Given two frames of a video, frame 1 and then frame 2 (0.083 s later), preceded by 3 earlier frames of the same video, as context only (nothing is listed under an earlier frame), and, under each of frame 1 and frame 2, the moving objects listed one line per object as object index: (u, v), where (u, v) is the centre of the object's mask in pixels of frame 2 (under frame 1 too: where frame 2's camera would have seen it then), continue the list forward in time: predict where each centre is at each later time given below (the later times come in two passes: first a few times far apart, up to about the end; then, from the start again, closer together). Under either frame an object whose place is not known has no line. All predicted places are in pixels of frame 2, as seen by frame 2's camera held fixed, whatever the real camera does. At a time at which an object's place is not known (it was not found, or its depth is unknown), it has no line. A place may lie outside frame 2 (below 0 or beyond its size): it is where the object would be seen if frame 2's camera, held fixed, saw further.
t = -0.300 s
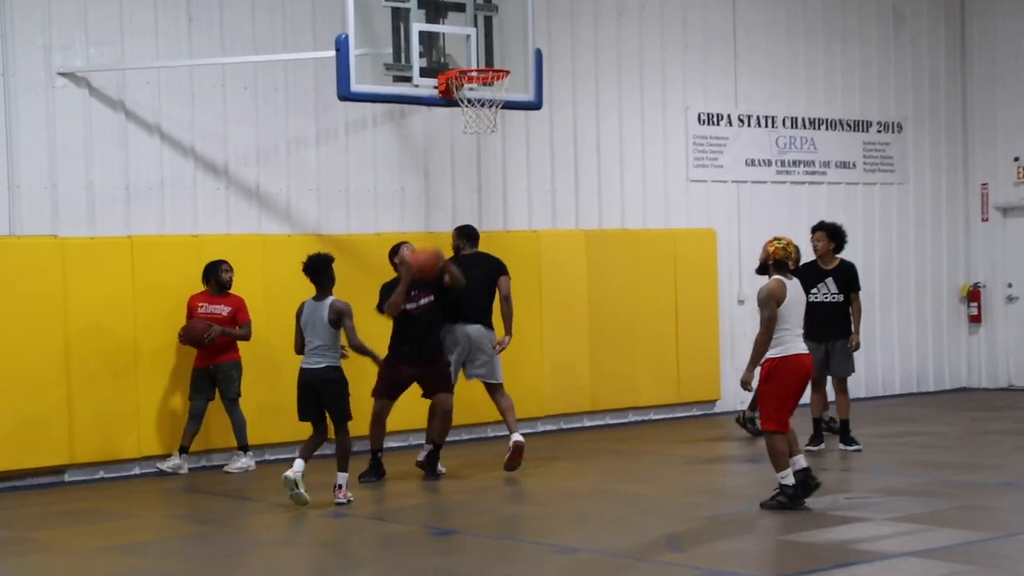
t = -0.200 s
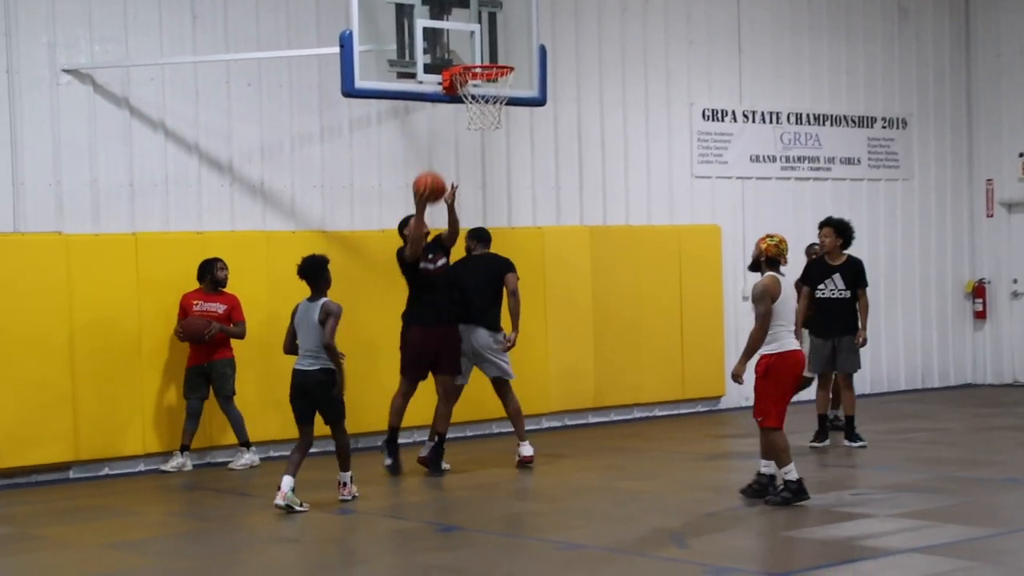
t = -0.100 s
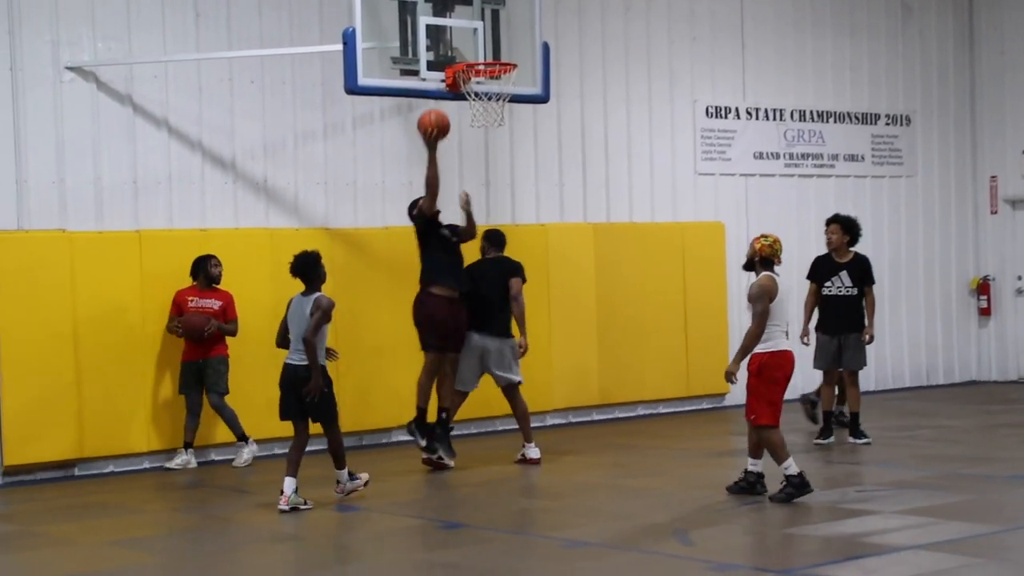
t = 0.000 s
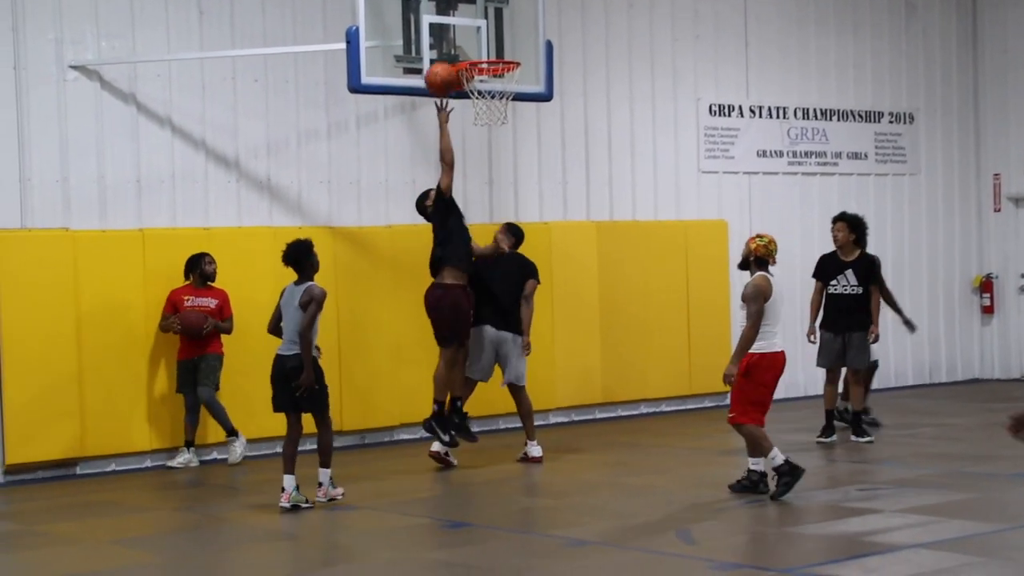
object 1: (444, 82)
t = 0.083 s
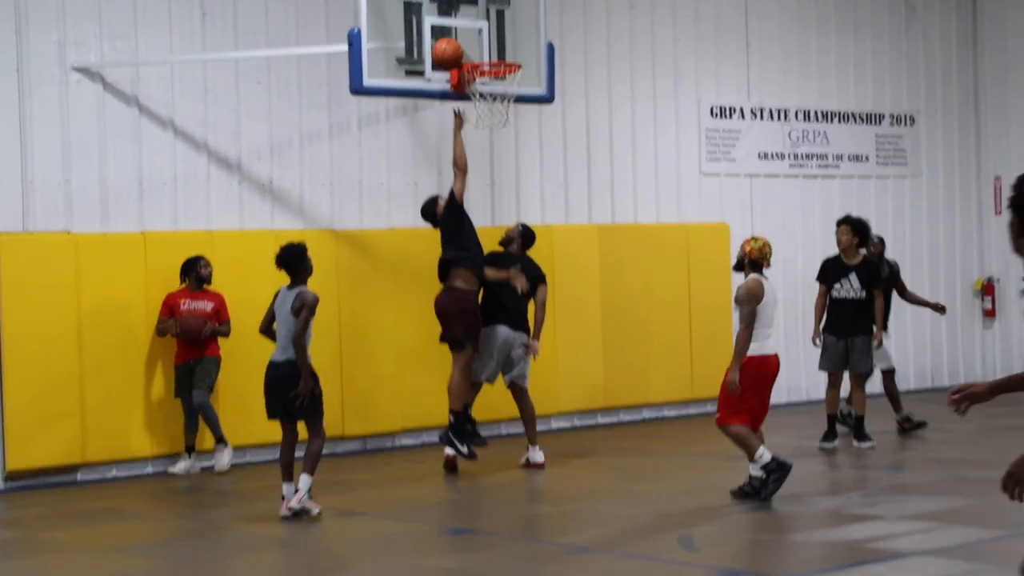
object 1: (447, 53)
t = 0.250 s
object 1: (465, 34)
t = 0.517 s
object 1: (494, 56)
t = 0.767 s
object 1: (499, 80)
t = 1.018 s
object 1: (515, 104)
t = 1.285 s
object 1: (483, 161)
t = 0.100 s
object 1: (448, 50)
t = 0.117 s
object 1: (449, 46)
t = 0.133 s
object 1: (450, 43)
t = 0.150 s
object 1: (451, 40)
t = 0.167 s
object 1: (452, 37)
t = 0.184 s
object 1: (453, 36)
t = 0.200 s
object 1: (455, 34)
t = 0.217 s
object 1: (458, 34)
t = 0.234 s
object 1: (462, 33)
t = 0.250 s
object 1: (465, 34)
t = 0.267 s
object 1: (469, 34)
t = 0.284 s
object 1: (473, 35)
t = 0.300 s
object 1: (476, 36)
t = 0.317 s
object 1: (480, 38)
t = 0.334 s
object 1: (484, 40)
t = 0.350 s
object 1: (487, 42)
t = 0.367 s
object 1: (491, 45)
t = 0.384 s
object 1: (495, 48)
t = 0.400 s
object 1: (499, 50)
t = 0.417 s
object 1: (503, 52)
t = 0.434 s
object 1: (506, 54)
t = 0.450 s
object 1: (506, 55)
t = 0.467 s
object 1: (503, 55)
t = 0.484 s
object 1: (500, 55)
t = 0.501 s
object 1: (497, 55)
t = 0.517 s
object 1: (494, 56)
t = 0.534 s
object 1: (491, 56)
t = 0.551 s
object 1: (489, 57)
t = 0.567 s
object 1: (487, 56)
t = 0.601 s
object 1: (483, 56)
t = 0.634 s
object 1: (480, 63)
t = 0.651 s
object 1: (479, 64)
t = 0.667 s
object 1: (477, 68)
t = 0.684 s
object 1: (481, 69)
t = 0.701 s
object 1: (484, 70)
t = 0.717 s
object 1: (487, 72)
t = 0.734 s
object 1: (490, 74)
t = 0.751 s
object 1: (495, 78)
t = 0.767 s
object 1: (499, 80)
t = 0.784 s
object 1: (502, 81)
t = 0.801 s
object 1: (505, 84)
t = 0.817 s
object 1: (508, 85)
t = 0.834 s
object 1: (511, 89)
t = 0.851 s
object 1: (513, 91)
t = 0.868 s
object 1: (514, 93)
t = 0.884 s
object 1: (516, 95)
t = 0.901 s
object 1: (517, 97)
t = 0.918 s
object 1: (517, 98)
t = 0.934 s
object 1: (517, 99)
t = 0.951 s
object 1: (517, 99)
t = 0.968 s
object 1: (517, 100)
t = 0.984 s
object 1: (516, 101)
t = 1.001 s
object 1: (516, 103)
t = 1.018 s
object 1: (515, 104)
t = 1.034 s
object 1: (513, 106)
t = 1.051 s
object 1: (512, 107)
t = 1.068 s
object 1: (511, 108)
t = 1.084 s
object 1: (509, 111)
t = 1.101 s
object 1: (506, 114)
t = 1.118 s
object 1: (505, 116)
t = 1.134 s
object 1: (503, 119)
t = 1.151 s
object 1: (500, 129)
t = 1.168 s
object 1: (498, 127)
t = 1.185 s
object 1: (496, 131)
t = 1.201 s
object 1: (495, 135)
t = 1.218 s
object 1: (492, 140)
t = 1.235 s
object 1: (490, 144)
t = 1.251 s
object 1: (488, 150)
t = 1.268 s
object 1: (486, 155)
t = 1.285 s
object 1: (483, 161)
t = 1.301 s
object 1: (482, 167)
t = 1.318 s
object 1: (479, 174)
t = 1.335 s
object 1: (477, 181)
